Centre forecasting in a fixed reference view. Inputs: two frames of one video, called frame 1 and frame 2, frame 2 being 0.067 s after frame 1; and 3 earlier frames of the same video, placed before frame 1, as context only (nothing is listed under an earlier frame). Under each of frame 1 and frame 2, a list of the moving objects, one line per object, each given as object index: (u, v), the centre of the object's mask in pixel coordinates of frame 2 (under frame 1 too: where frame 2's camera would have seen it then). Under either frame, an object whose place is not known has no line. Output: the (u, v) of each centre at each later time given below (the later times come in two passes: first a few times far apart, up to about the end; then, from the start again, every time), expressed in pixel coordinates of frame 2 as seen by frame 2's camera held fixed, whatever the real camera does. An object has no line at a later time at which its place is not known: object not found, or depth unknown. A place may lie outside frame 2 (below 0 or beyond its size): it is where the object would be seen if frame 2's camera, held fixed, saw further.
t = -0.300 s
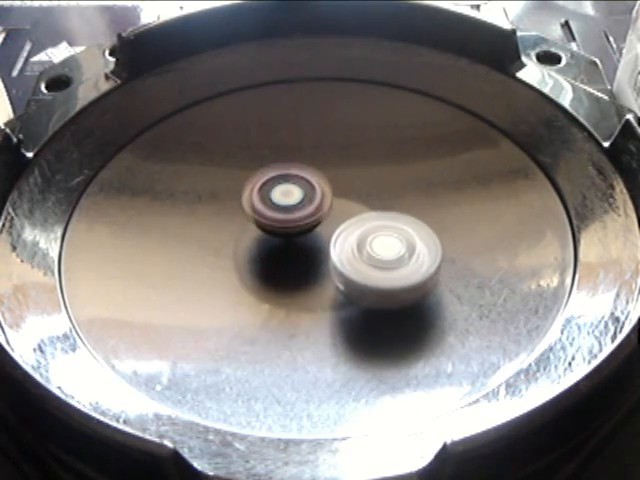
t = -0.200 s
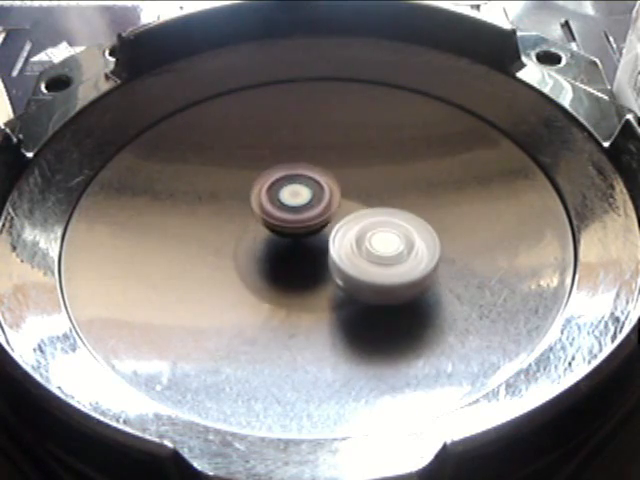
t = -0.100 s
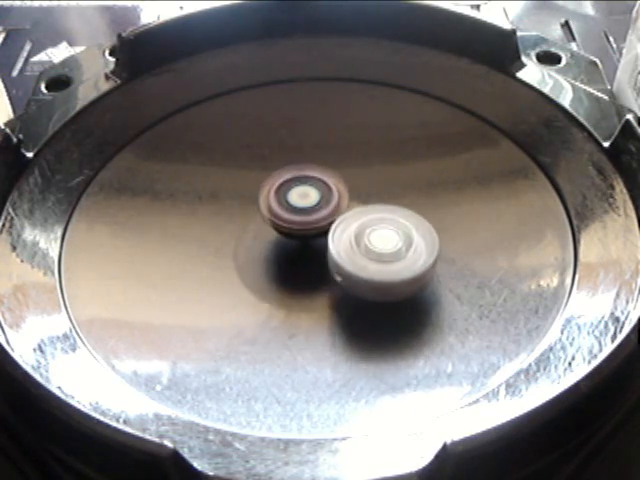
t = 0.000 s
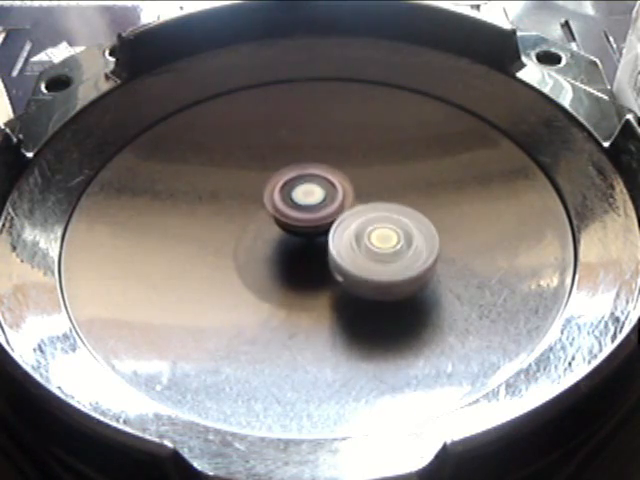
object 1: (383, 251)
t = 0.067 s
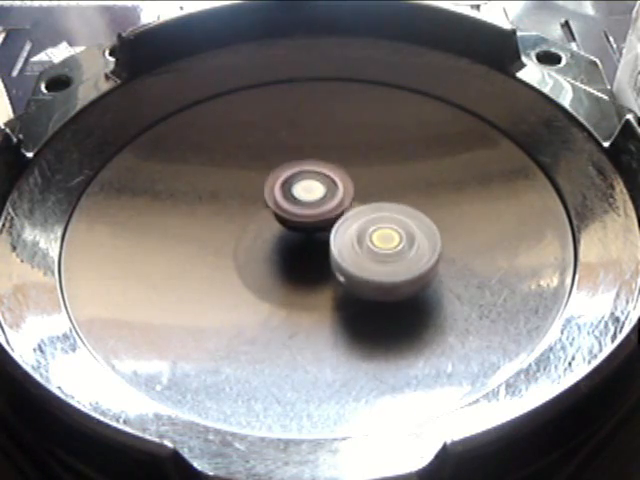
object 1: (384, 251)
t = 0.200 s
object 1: (385, 249)
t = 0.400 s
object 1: (385, 246)
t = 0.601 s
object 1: (383, 243)
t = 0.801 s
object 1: (380, 240)
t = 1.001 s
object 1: (384, 242)
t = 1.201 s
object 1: (383, 242)
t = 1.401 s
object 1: (380, 240)
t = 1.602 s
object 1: (373, 238)
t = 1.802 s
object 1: (366, 236)
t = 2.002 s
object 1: (384, 230)
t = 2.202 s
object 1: (385, 226)
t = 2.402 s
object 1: (384, 224)
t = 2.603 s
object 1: (381, 223)
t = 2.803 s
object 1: (379, 223)
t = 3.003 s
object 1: (373, 222)
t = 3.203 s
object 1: (372, 223)
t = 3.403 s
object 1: (366, 222)
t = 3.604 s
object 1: (360, 222)
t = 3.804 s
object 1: (406, 232)
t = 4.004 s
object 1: (396, 236)
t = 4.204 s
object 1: (386, 231)
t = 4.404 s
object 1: (376, 222)
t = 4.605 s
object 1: (373, 216)
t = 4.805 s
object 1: (388, 220)
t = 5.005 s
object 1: (392, 221)
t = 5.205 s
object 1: (404, 246)
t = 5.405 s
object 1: (386, 253)
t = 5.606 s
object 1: (335, 279)
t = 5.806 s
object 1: (288, 281)
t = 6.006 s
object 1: (245, 261)
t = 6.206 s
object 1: (224, 234)
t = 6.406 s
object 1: (229, 206)
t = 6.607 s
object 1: (261, 183)
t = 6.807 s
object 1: (309, 174)
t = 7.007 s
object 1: (353, 179)
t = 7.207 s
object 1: (387, 201)
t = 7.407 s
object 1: (395, 231)
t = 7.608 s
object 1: (380, 264)
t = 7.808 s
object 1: (338, 280)
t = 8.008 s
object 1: (282, 280)
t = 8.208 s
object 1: (240, 258)
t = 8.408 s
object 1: (225, 226)
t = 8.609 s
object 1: (239, 198)
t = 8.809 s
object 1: (276, 183)
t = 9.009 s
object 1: (330, 174)
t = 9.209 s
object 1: (371, 188)
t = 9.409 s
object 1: (395, 217)
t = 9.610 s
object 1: (388, 252)
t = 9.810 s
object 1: (354, 276)
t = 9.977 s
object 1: (306, 283)
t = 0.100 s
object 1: (385, 251)
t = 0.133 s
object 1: (385, 250)
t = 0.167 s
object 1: (385, 250)
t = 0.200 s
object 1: (385, 249)
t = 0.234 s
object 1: (385, 249)
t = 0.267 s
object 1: (385, 248)
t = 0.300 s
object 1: (386, 247)
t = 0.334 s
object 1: (386, 247)
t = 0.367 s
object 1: (385, 246)
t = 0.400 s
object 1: (385, 246)
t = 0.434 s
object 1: (385, 245)
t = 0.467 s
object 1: (385, 245)
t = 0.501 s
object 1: (385, 244)
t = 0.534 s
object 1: (384, 244)
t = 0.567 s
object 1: (384, 244)
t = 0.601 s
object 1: (383, 243)
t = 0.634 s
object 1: (383, 243)
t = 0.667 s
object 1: (382, 242)
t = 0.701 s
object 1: (382, 242)
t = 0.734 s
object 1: (381, 241)
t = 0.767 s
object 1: (381, 241)
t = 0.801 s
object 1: (380, 240)
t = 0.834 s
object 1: (379, 240)
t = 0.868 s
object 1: (379, 239)
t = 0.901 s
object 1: (378, 238)
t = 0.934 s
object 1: (379, 239)
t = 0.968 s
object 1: (383, 242)
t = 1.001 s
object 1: (384, 242)
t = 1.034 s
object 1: (384, 242)
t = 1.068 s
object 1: (384, 242)
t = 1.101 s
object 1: (384, 242)
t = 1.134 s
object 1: (384, 242)
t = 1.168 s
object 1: (384, 242)
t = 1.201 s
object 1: (383, 242)
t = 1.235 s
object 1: (383, 242)
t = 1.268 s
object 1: (383, 242)
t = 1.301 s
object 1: (382, 241)
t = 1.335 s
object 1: (382, 241)
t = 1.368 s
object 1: (381, 241)
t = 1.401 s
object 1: (380, 240)
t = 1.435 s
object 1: (379, 240)
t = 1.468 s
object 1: (378, 240)
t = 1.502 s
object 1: (377, 240)
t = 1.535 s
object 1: (376, 239)
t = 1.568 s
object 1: (374, 239)
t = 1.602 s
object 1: (373, 238)
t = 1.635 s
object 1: (372, 238)
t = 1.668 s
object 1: (371, 238)
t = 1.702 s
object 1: (370, 237)
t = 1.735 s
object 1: (369, 237)
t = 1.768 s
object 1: (367, 236)
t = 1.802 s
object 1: (366, 236)
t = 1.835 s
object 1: (373, 234)
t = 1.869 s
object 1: (381, 233)
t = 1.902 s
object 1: (384, 232)
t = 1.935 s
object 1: (385, 231)
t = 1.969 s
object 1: (384, 230)
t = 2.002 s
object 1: (384, 230)
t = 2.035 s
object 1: (384, 229)
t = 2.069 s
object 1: (384, 228)
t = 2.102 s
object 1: (385, 228)
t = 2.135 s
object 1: (385, 227)
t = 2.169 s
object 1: (385, 227)
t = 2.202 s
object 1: (385, 226)
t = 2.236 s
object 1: (384, 225)
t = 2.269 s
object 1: (384, 225)
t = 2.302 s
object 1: (384, 225)
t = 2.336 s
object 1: (384, 225)
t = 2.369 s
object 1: (385, 224)
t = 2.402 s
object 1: (384, 224)
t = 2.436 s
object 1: (384, 223)
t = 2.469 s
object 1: (383, 223)
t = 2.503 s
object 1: (382, 223)
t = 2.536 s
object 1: (382, 223)
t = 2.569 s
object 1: (382, 223)
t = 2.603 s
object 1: (381, 223)
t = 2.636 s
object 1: (381, 222)
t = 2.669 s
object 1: (381, 222)
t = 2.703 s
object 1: (381, 222)
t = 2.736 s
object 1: (380, 223)
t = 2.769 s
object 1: (380, 223)
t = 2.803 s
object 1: (379, 223)
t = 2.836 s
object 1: (378, 222)
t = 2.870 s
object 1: (377, 222)
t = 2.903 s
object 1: (375, 222)
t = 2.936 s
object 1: (374, 222)
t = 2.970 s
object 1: (373, 222)
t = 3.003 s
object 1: (373, 222)
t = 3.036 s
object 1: (376, 222)
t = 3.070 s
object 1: (376, 223)
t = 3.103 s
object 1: (375, 224)
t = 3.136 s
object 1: (375, 224)
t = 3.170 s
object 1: (374, 223)
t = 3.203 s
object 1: (372, 223)
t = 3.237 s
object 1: (371, 223)
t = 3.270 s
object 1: (371, 223)
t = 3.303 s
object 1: (369, 223)
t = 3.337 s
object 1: (368, 223)
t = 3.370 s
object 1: (367, 223)
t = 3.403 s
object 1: (366, 222)
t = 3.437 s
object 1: (365, 223)
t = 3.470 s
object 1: (364, 222)
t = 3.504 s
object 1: (362, 222)
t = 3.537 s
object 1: (361, 222)
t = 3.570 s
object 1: (360, 222)
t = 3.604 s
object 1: (360, 222)
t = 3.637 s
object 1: (358, 221)
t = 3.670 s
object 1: (357, 222)
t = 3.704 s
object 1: (358, 221)
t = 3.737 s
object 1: (378, 223)
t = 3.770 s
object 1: (393, 231)
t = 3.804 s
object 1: (406, 232)
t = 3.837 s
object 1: (408, 235)
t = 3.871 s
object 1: (408, 238)
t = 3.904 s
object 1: (404, 238)
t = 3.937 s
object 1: (400, 237)
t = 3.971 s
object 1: (399, 236)
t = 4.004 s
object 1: (396, 236)
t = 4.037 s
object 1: (395, 235)
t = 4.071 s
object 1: (393, 234)
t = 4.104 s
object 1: (391, 234)
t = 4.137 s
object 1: (390, 233)
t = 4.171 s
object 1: (388, 232)
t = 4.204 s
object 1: (386, 231)
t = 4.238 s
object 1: (384, 229)
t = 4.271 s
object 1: (382, 228)
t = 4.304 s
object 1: (380, 227)
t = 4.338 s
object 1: (379, 226)
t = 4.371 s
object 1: (378, 224)
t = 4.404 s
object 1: (376, 222)
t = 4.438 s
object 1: (376, 221)
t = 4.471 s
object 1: (374, 220)
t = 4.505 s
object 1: (374, 219)
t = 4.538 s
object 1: (373, 217)
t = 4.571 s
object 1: (372, 216)
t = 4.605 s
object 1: (373, 216)
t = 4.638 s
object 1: (381, 219)
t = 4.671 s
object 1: (385, 221)
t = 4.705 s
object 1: (386, 220)
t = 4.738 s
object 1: (387, 220)
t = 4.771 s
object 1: (387, 220)
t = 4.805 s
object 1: (388, 220)
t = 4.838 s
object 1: (388, 219)
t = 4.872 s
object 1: (389, 220)
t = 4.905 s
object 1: (389, 219)
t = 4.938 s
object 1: (390, 220)
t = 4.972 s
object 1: (390, 219)
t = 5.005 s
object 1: (392, 221)
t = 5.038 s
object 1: (400, 229)
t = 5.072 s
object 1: (404, 235)
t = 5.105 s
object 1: (406, 239)
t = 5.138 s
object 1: (406, 243)
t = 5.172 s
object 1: (405, 244)
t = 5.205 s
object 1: (404, 246)
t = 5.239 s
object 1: (402, 246)
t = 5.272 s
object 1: (400, 247)
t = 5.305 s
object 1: (397, 248)
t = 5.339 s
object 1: (394, 249)
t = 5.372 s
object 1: (389, 249)
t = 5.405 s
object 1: (386, 253)
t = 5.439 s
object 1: (380, 257)
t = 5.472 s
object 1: (376, 262)
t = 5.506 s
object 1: (366, 266)
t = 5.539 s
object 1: (357, 270)
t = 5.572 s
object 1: (345, 275)
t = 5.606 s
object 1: (335, 279)
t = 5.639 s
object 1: (326, 283)
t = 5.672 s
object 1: (318, 283)
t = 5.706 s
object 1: (311, 284)
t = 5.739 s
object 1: (302, 283)
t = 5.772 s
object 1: (295, 283)
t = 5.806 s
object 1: (288, 281)
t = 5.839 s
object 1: (282, 279)
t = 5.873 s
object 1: (274, 276)
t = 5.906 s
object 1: (266, 273)
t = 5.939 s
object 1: (258, 269)
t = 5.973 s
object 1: (250, 265)
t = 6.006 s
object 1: (245, 261)
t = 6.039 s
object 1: (240, 258)
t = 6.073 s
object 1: (235, 253)
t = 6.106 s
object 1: (231, 249)
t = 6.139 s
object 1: (228, 243)
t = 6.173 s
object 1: (226, 238)
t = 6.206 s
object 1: (224, 234)
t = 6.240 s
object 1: (223, 229)
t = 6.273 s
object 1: (224, 225)
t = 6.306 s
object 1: (223, 220)
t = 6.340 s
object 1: (225, 215)
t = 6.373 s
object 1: (227, 211)
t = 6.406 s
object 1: (229, 206)
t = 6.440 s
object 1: (234, 201)
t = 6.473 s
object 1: (238, 198)
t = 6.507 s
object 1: (242, 194)
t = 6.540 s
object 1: (249, 190)
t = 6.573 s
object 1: (256, 185)
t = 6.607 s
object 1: (261, 183)
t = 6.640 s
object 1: (268, 182)
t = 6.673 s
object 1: (276, 181)
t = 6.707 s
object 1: (285, 178)
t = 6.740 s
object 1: (293, 176)
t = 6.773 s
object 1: (301, 175)
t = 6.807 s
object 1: (309, 174)
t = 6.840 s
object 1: (316, 173)
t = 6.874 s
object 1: (324, 174)
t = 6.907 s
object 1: (332, 174)
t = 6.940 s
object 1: (338, 175)
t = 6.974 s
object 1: (345, 177)
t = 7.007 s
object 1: (353, 179)
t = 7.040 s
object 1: (360, 181)
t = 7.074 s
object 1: (367, 185)
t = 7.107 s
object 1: (371, 188)
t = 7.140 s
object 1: (377, 192)
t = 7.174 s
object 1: (382, 197)
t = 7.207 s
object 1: (387, 201)
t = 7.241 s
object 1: (390, 206)
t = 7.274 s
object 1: (393, 211)
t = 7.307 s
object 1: (394, 215)
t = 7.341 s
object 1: (395, 219)
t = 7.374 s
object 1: (396, 225)
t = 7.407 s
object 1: (395, 231)
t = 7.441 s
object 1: (394, 237)
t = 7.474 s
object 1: (393, 243)
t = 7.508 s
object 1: (390, 249)
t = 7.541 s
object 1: (387, 254)
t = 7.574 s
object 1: (384, 258)
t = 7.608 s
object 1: (380, 264)
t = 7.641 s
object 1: (373, 268)
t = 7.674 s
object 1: (367, 270)
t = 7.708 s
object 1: (362, 274)
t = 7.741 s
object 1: (354, 276)
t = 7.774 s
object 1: (346, 278)
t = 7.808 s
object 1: (338, 280)
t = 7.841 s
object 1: (330, 281)
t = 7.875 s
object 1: (320, 282)
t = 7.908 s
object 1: (309, 282)
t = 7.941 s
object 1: (299, 282)
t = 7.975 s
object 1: (292, 282)
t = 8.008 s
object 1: (282, 280)
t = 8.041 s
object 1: (273, 277)
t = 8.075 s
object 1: (265, 274)
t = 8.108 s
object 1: (258, 270)
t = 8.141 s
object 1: (251, 267)
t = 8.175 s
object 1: (245, 263)
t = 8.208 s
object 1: (240, 258)
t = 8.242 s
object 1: (235, 253)
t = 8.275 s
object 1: (231, 248)
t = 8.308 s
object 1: (227, 242)
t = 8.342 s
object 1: (225, 237)
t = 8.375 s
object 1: (224, 231)
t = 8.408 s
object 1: (225, 226)
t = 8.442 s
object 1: (225, 221)
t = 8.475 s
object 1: (226, 217)
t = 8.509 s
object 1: (228, 211)
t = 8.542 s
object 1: (231, 207)
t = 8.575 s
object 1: (235, 202)
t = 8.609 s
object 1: (239, 198)
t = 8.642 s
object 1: (244, 194)
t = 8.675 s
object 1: (249, 191)
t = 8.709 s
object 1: (255, 188)
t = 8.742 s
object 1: (261, 186)
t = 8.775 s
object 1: (268, 185)
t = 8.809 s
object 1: (276, 183)
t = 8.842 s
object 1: (284, 181)
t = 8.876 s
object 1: (294, 178)
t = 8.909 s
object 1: (304, 175)
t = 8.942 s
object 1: (314, 174)
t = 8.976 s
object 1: (323, 173)
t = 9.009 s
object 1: (330, 174)
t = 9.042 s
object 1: (337, 175)
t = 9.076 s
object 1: (343, 173)
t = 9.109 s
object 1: (351, 178)
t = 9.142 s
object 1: (359, 181)
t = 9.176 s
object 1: (365, 185)
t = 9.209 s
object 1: (371, 188)
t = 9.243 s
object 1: (376, 192)
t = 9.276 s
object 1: (382, 197)
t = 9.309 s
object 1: (385, 201)
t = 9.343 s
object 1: (390, 206)
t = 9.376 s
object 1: (393, 212)
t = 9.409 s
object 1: (395, 217)
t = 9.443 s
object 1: (395, 223)
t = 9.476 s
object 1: (395, 228)
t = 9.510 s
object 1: (394, 234)
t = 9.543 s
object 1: (394, 240)
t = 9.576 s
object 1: (391, 246)
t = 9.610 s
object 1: (388, 252)
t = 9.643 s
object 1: (384, 258)
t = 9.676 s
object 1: (380, 262)
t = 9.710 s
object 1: (374, 266)
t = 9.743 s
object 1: (369, 270)
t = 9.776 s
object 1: (362, 273)
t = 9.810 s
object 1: (354, 276)
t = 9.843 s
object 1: (345, 278)
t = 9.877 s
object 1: (335, 280)
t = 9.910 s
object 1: (325, 281)
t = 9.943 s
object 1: (316, 283)
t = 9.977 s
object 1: (306, 283)
